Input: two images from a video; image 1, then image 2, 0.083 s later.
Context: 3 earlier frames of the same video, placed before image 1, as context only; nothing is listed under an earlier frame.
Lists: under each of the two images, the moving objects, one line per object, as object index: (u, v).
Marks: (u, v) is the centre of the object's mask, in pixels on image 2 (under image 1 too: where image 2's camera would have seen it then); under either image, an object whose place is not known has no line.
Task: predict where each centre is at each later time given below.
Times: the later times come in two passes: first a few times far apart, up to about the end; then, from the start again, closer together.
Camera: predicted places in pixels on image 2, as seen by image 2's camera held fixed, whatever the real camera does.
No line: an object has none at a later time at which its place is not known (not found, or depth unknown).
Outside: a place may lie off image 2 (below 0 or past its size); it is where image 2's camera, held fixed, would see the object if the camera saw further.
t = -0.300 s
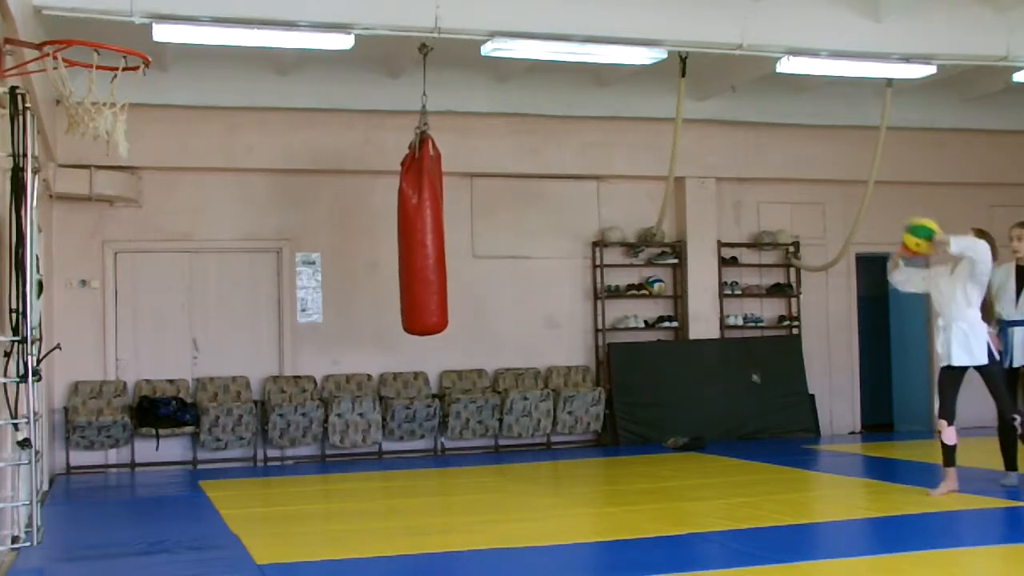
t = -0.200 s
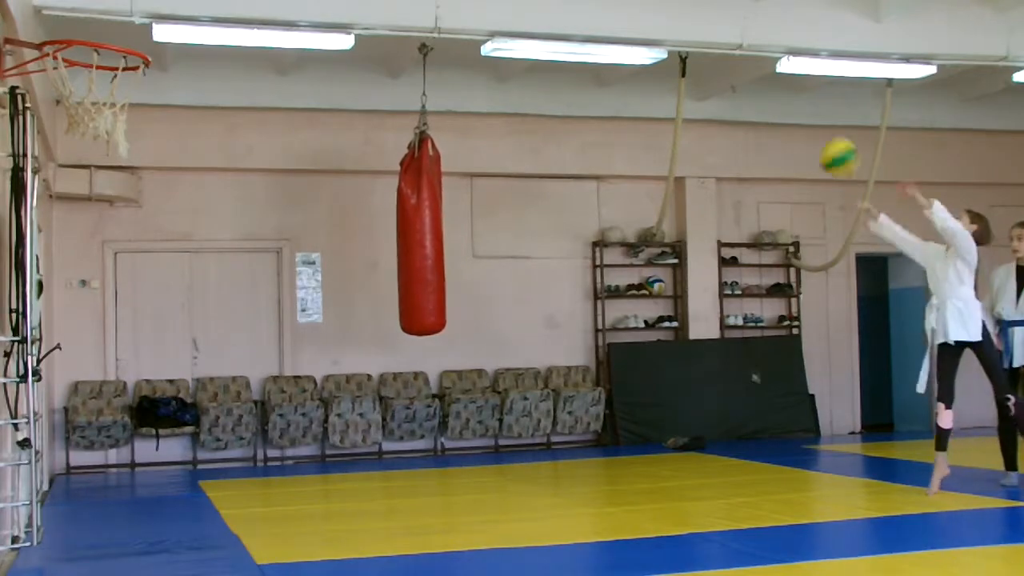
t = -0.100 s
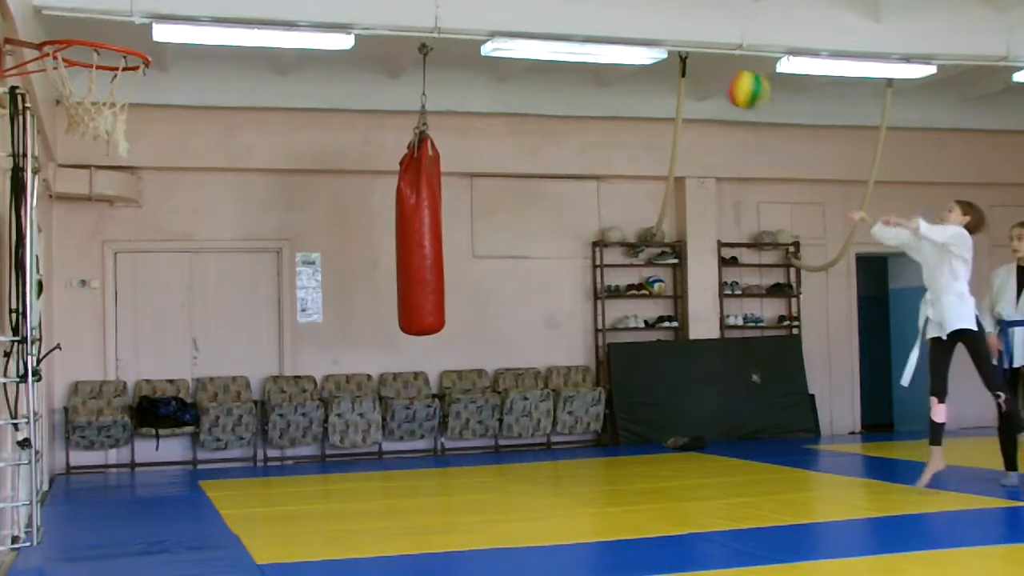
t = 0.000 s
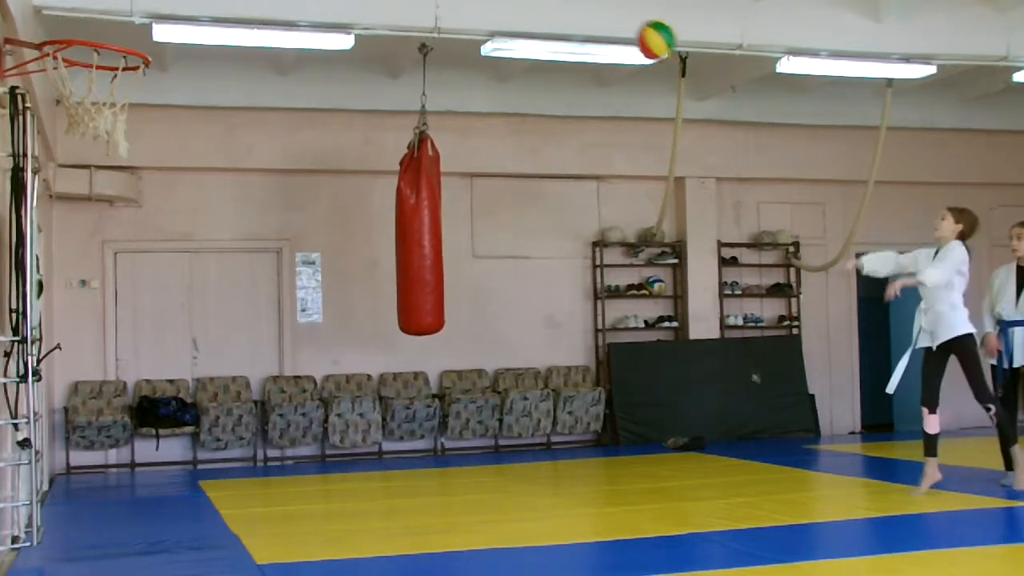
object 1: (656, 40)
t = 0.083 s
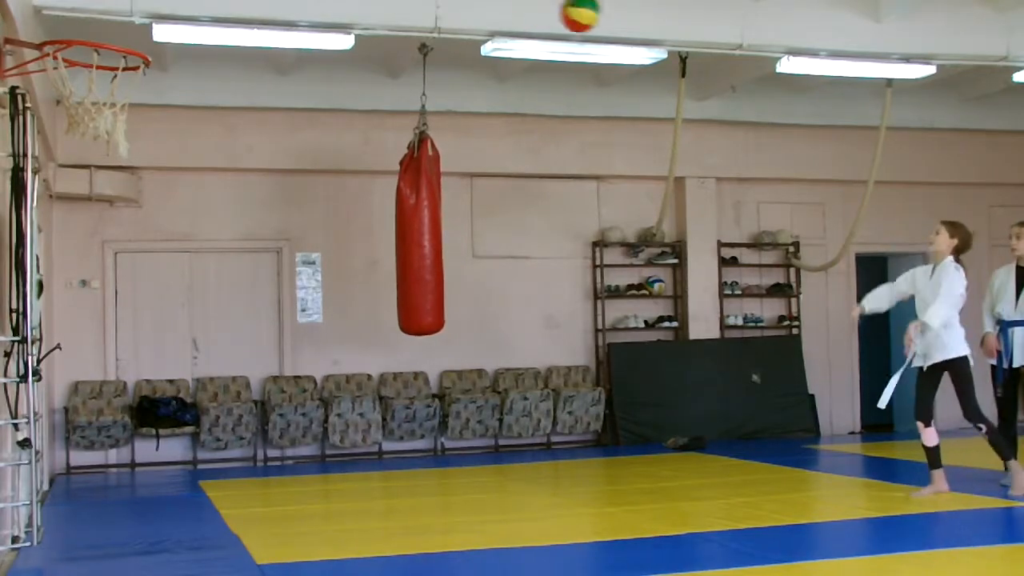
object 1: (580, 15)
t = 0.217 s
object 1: (457, 7)
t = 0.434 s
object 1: (257, 46)
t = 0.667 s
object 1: (65, 194)
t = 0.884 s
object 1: (217, 254)
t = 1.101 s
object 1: (375, 376)
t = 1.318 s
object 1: (492, 458)
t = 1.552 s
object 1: (583, 357)
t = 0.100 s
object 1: (565, 13)
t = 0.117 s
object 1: (550, 11)
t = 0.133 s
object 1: (535, 10)
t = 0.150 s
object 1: (520, 9)
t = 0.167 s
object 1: (504, 8)
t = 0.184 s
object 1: (488, 8)
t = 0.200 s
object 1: (473, 7)
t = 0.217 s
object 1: (457, 7)
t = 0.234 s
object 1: (443, 8)
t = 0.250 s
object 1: (428, 8)
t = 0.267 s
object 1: (413, 9)
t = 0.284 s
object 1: (397, 10)
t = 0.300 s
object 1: (382, 11)
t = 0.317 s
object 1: (366, 12)
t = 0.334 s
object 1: (352, 14)
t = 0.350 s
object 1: (337, 16)
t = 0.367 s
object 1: (321, 18)
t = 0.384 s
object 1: (305, 23)
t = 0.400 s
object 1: (289, 30)
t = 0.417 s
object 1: (274, 37)
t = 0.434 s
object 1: (257, 46)
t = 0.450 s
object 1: (243, 54)
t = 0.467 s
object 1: (227, 62)
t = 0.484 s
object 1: (212, 70)
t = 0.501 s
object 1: (196, 79)
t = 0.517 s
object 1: (181, 90)
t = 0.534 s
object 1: (164, 100)
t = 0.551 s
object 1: (150, 112)
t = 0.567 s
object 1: (138, 124)
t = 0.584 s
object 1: (126, 139)
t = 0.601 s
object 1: (109, 149)
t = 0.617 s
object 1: (99, 157)
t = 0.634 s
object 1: (88, 169)
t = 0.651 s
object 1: (76, 180)
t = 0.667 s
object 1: (65, 194)
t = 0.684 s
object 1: (56, 206)
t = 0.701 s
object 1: (64, 209)
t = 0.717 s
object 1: (79, 210)
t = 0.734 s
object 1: (95, 213)
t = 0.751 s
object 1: (110, 216)
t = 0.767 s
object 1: (123, 220)
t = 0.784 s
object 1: (137, 223)
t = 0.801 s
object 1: (151, 227)
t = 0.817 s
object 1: (164, 231)
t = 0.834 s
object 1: (177, 236)
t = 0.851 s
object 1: (191, 242)
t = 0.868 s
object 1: (204, 248)
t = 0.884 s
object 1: (217, 254)
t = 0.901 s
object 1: (230, 260)
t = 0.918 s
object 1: (243, 268)
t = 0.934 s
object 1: (255, 276)
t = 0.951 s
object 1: (268, 283)
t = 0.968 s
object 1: (280, 291)
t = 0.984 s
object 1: (292, 299)
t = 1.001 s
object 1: (305, 310)
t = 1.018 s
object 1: (317, 320)
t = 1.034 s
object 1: (329, 330)
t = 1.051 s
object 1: (340, 340)
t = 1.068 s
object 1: (352, 352)
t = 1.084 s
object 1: (363, 363)
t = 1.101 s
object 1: (375, 376)
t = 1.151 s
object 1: (405, 414)
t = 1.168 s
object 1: (417, 428)
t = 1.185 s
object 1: (428, 442)
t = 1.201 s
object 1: (437, 455)
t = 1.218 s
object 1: (446, 470)
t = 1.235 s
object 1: (456, 485)
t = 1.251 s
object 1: (465, 501)
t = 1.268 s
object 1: (472, 493)
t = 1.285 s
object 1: (479, 481)
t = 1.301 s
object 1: (486, 467)
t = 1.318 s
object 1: (492, 458)
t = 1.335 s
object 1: (500, 447)
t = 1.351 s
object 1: (506, 438)
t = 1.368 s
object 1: (513, 428)
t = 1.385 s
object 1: (519, 420)
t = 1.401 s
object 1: (526, 410)
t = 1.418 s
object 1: (532, 402)
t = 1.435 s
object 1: (539, 395)
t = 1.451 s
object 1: (545, 388)
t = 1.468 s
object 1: (552, 382)
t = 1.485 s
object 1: (558, 377)
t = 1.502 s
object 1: (564, 372)
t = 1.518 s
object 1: (571, 367)
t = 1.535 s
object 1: (577, 362)
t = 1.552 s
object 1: (583, 357)
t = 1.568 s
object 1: (589, 353)
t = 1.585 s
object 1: (595, 351)
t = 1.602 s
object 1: (601, 347)
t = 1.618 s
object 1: (607, 345)
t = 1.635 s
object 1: (613, 344)
